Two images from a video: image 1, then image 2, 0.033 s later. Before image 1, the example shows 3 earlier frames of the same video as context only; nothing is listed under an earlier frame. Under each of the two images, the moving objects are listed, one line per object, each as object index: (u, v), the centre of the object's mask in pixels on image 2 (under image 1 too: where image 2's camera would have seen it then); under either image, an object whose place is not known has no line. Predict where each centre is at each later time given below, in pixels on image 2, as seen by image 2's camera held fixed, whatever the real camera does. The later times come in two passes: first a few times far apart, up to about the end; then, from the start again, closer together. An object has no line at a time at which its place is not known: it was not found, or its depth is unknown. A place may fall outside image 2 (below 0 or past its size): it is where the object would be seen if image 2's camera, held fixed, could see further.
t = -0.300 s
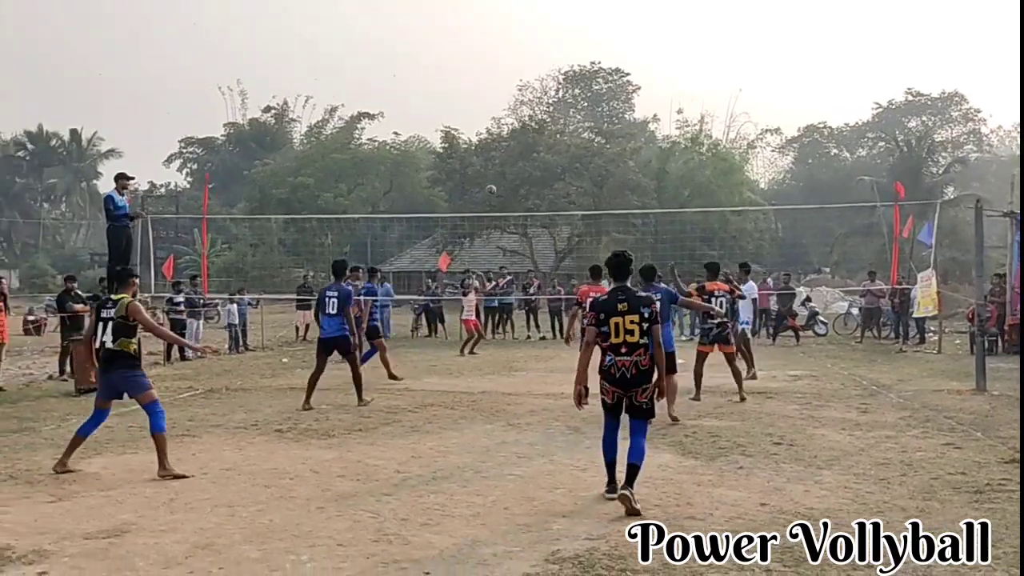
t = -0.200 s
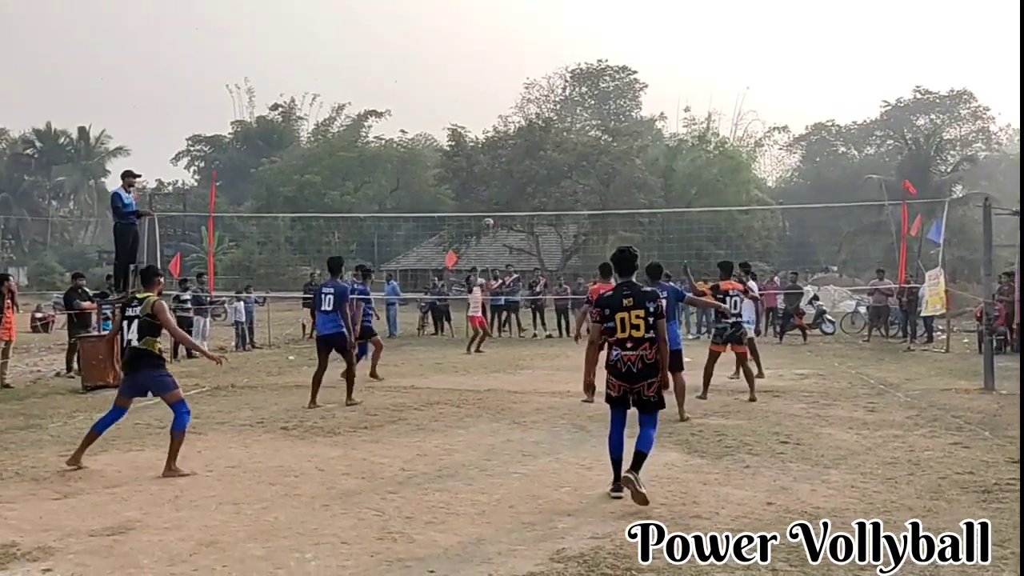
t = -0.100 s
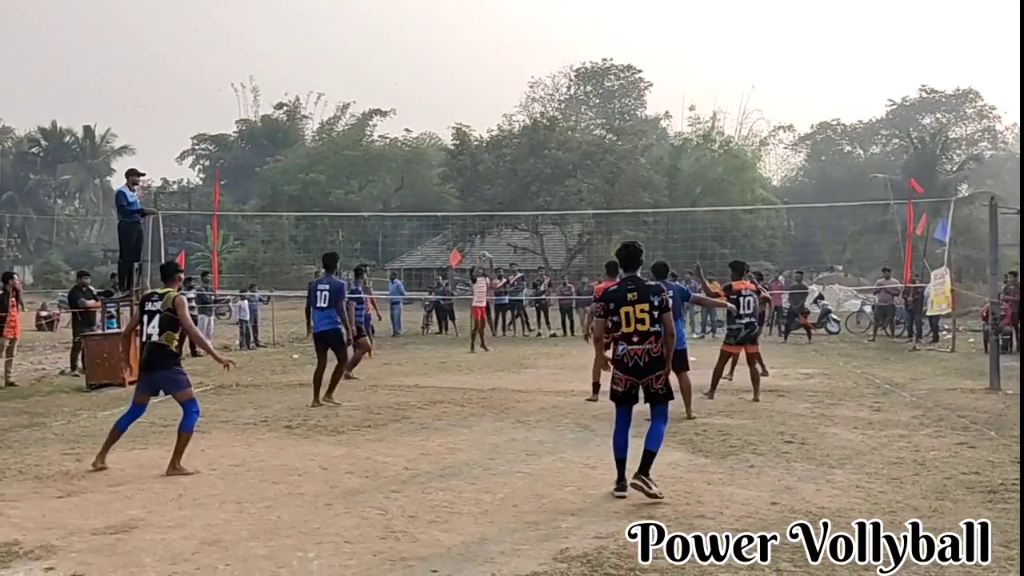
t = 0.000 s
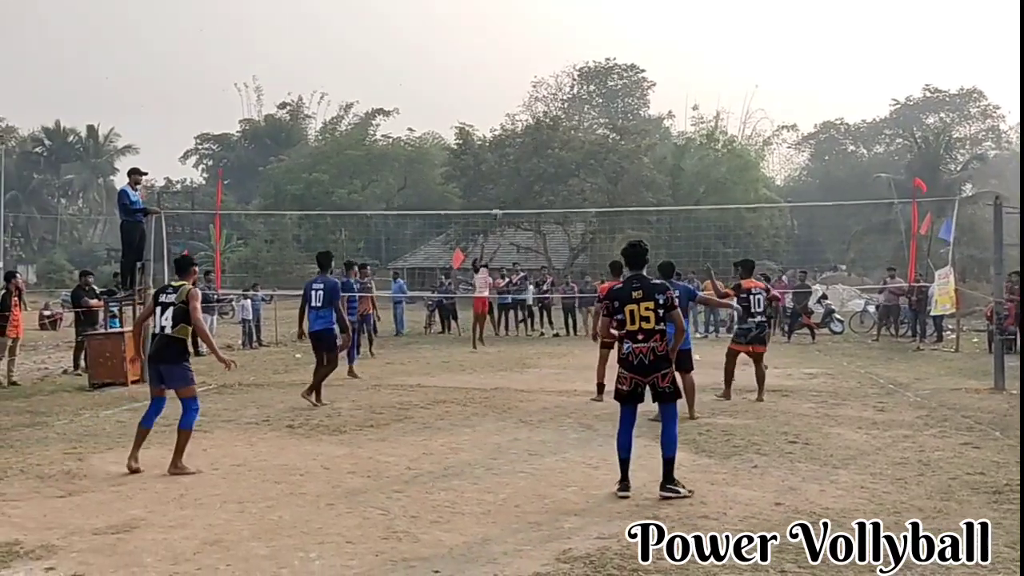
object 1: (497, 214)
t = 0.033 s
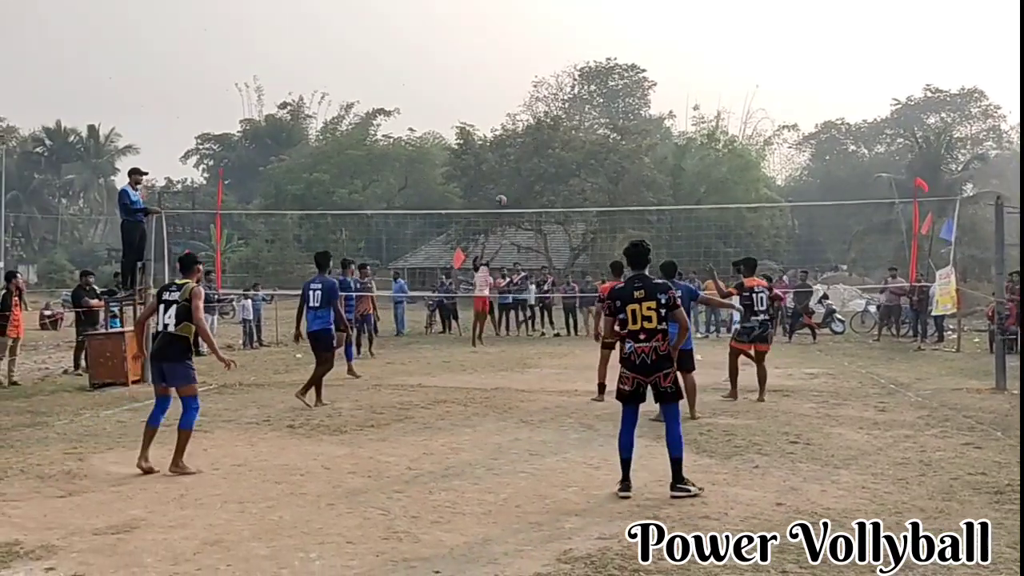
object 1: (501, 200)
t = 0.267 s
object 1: (531, 113)
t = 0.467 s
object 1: (560, 58)
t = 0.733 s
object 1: (600, 15)
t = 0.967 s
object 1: (638, 6)
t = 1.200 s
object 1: (679, 31)
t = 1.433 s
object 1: (722, 93)
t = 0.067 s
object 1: (505, 186)
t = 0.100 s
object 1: (509, 173)
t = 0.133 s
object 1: (513, 160)
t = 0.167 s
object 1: (517, 148)
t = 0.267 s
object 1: (531, 113)
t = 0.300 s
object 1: (535, 103)
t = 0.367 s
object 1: (545, 83)
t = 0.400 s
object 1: (550, 74)
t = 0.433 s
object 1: (555, 66)
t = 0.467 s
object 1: (560, 58)
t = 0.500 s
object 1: (564, 51)
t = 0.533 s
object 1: (569, 44)
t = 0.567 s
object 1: (574, 38)
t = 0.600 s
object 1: (579, 32)
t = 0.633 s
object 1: (584, 27)
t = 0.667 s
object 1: (589, 22)
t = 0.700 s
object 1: (594, 18)
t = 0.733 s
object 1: (600, 15)
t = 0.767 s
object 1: (605, 12)
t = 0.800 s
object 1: (610, 9)
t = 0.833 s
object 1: (615, 7)
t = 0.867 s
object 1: (621, 6)
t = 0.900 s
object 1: (626, 6)
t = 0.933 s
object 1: (632, 6)
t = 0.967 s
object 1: (638, 6)
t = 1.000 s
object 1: (643, 8)
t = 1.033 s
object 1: (649, 10)
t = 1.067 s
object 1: (655, 13)
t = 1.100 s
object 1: (661, 16)
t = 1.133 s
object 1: (667, 20)
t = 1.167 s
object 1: (673, 25)
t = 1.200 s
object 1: (679, 31)
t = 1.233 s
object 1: (685, 37)
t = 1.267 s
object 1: (691, 44)
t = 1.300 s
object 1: (697, 53)
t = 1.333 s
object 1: (703, 61)
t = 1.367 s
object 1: (709, 71)
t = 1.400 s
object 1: (716, 82)
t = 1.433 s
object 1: (722, 93)
